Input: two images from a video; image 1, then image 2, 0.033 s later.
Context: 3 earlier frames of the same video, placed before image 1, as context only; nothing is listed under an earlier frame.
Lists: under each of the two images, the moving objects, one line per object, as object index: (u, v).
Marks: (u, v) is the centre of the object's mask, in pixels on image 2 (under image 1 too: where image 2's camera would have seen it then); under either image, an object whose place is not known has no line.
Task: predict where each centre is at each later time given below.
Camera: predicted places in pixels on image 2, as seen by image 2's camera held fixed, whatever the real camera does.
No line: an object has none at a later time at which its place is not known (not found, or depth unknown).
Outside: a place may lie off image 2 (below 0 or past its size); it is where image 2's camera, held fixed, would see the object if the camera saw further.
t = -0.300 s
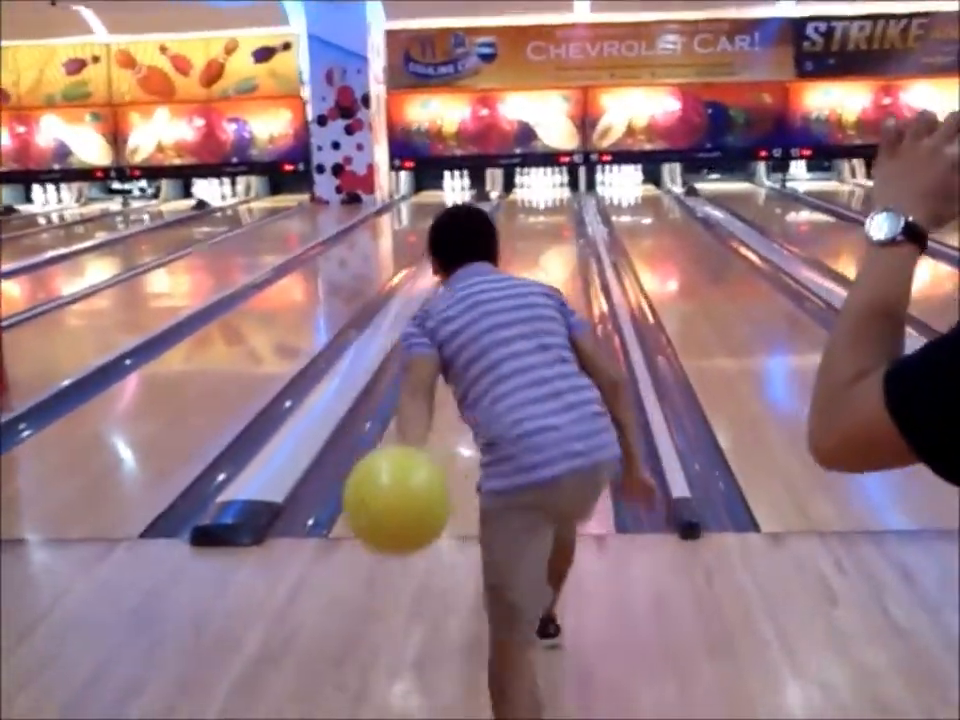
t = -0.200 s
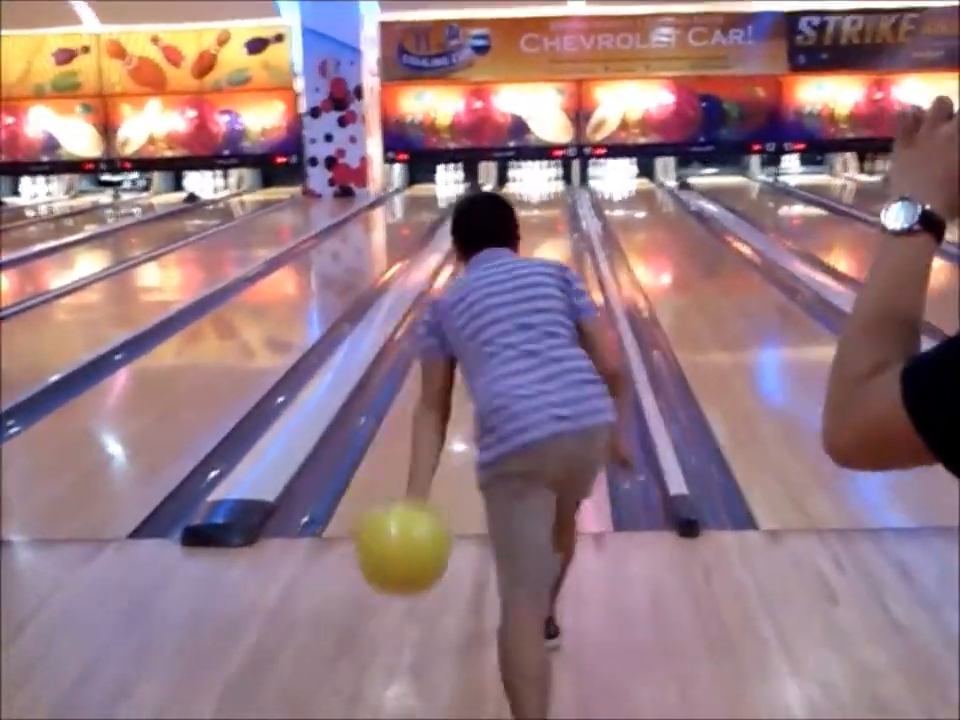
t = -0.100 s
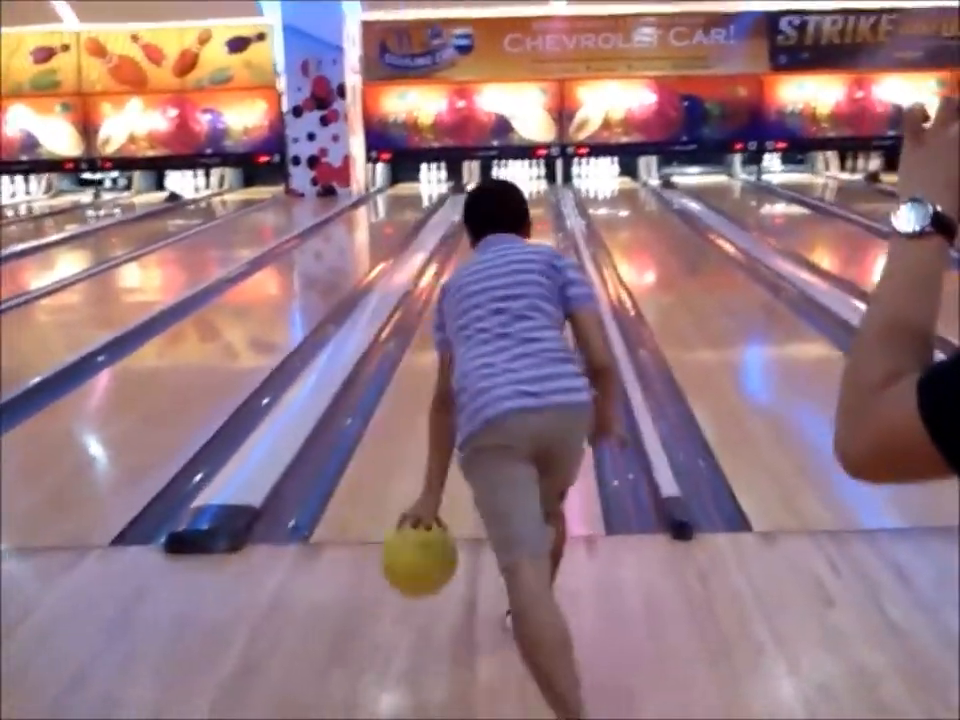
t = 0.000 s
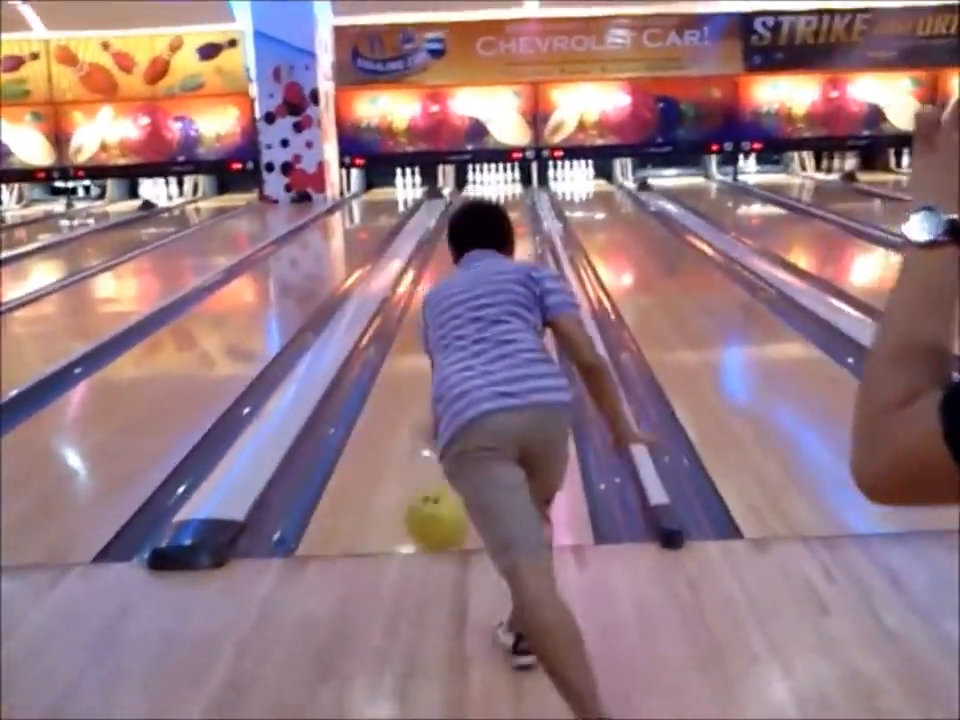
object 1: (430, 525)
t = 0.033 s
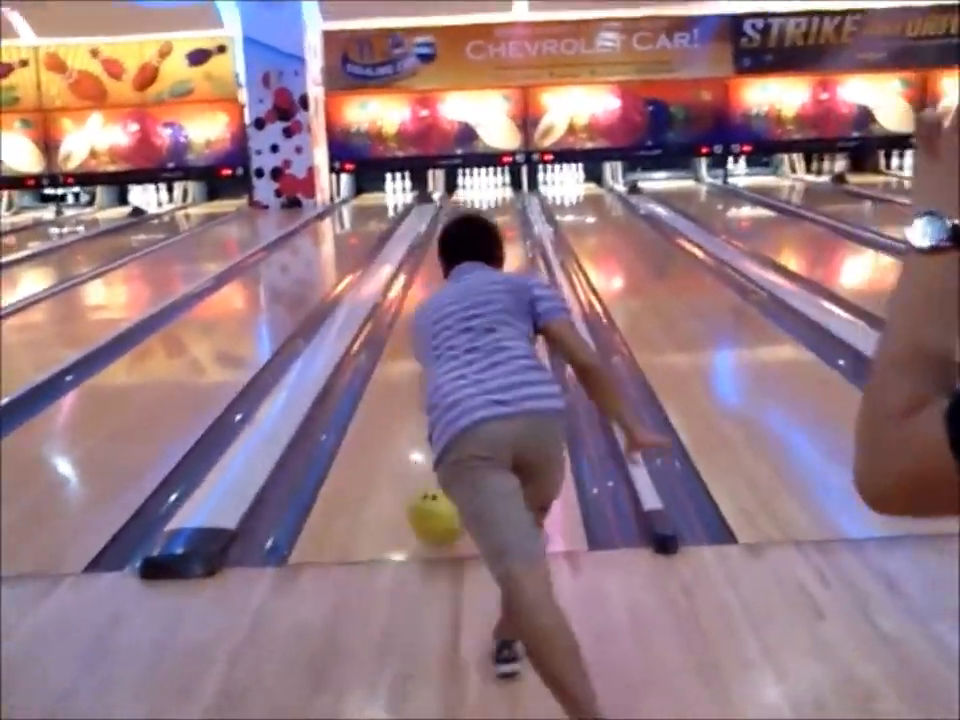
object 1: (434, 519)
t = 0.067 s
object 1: (437, 515)
